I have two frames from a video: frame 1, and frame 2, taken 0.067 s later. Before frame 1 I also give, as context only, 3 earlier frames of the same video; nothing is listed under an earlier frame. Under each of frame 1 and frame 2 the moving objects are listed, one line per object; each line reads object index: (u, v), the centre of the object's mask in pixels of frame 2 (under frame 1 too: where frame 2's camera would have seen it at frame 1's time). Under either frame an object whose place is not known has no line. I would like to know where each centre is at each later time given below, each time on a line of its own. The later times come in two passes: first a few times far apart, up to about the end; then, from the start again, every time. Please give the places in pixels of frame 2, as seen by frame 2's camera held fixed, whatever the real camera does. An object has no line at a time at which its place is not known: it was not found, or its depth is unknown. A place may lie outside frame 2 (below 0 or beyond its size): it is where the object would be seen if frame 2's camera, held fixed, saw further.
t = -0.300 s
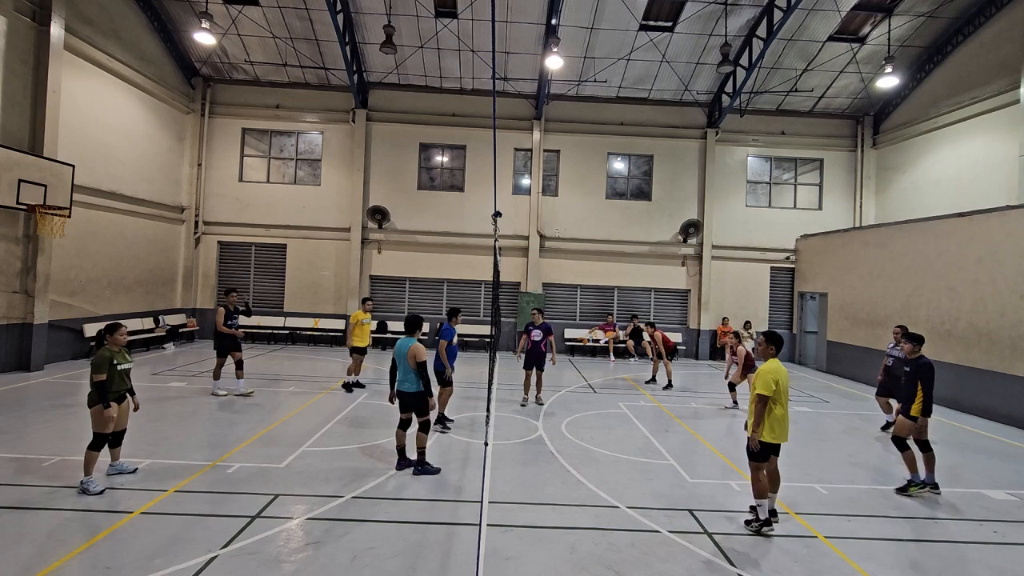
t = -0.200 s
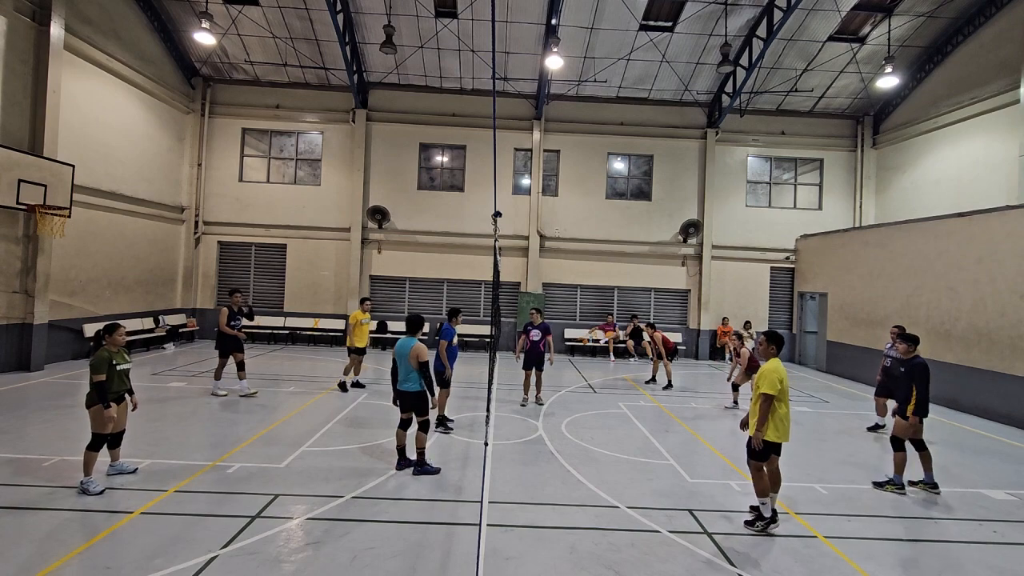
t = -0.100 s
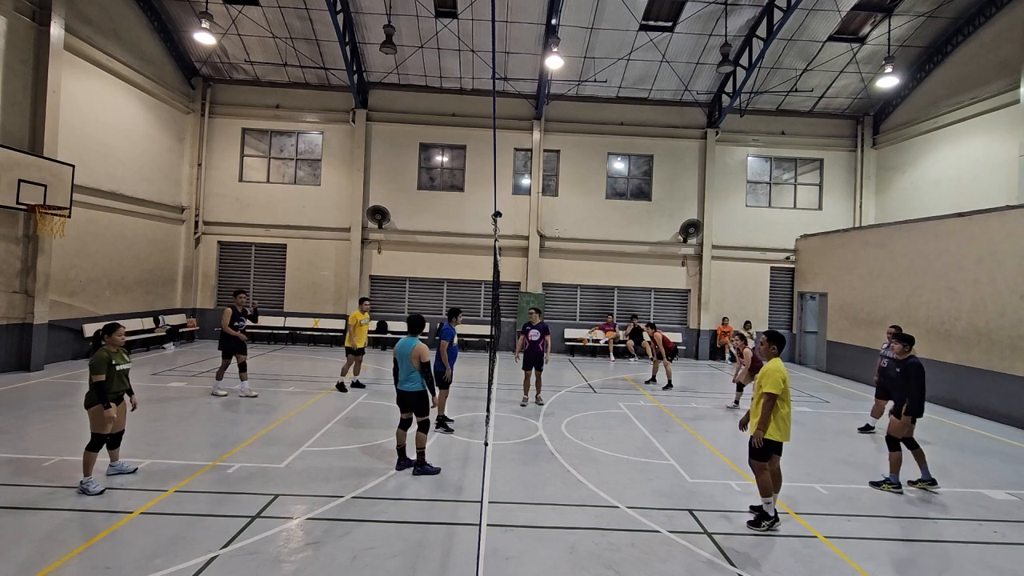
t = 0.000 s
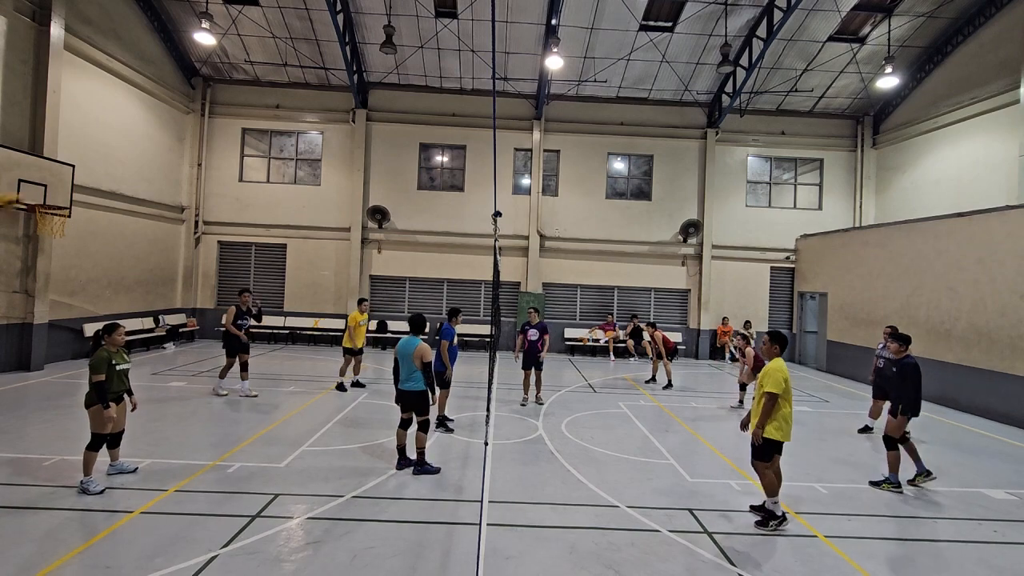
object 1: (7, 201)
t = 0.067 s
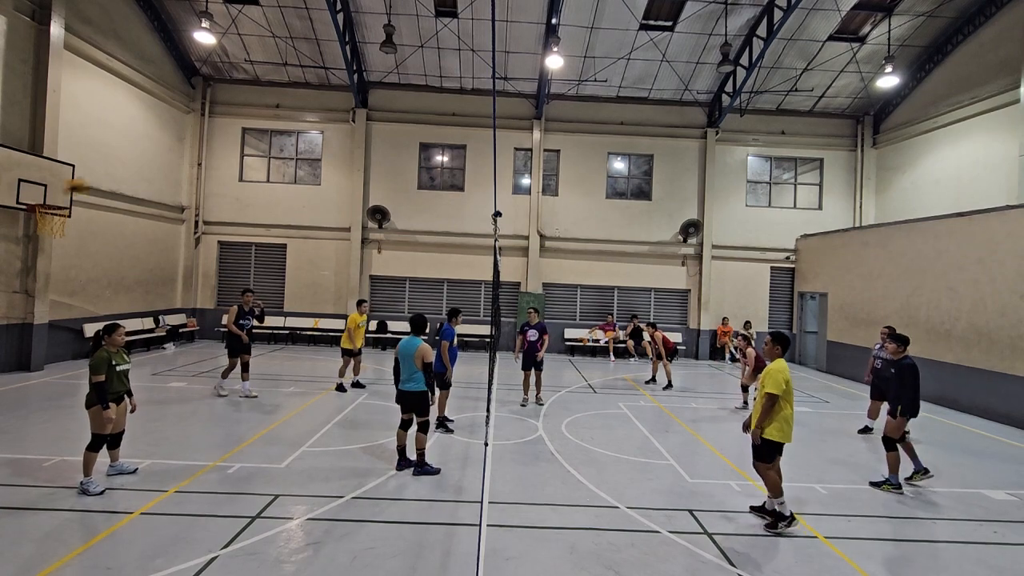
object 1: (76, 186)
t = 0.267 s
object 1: (274, 164)
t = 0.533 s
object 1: (512, 178)
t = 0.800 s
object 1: (730, 244)
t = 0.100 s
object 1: (111, 180)
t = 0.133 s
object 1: (144, 175)
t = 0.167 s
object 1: (179, 171)
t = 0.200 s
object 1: (211, 167)
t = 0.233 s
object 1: (241, 165)
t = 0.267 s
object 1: (274, 164)
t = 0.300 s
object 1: (305, 163)
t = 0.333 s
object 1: (336, 163)
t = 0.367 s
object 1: (367, 163)
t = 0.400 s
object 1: (397, 166)
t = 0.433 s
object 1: (426, 168)
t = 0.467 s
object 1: (455, 171)
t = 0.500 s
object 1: (483, 174)
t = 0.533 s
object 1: (512, 178)
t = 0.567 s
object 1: (544, 185)
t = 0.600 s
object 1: (570, 189)
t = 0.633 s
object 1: (597, 198)
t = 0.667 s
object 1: (624, 206)
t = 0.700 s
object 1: (651, 215)
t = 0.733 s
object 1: (677, 224)
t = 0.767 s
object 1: (703, 234)
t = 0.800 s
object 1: (730, 244)
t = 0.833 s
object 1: (755, 254)
